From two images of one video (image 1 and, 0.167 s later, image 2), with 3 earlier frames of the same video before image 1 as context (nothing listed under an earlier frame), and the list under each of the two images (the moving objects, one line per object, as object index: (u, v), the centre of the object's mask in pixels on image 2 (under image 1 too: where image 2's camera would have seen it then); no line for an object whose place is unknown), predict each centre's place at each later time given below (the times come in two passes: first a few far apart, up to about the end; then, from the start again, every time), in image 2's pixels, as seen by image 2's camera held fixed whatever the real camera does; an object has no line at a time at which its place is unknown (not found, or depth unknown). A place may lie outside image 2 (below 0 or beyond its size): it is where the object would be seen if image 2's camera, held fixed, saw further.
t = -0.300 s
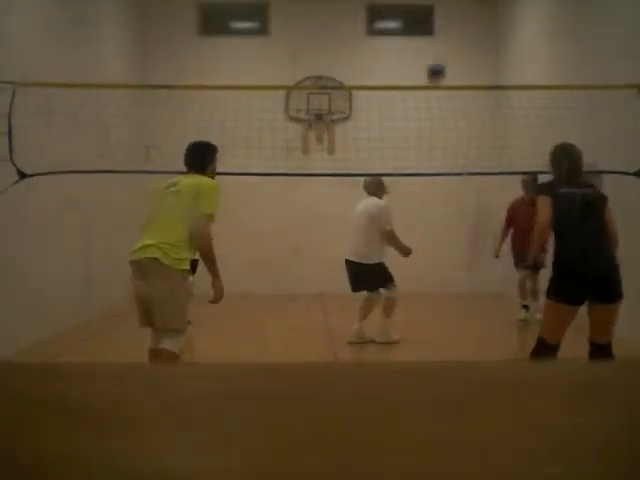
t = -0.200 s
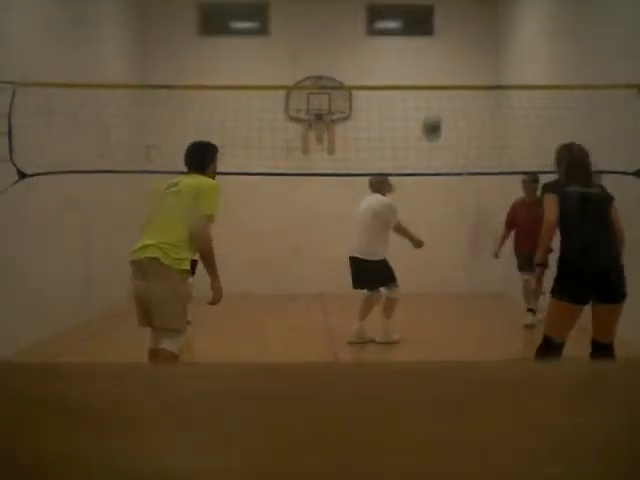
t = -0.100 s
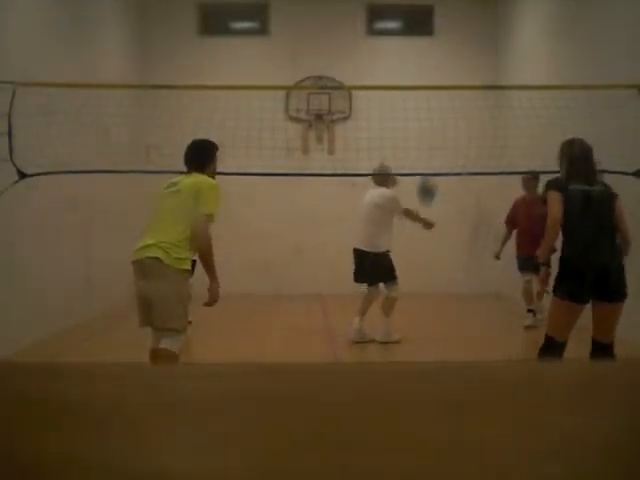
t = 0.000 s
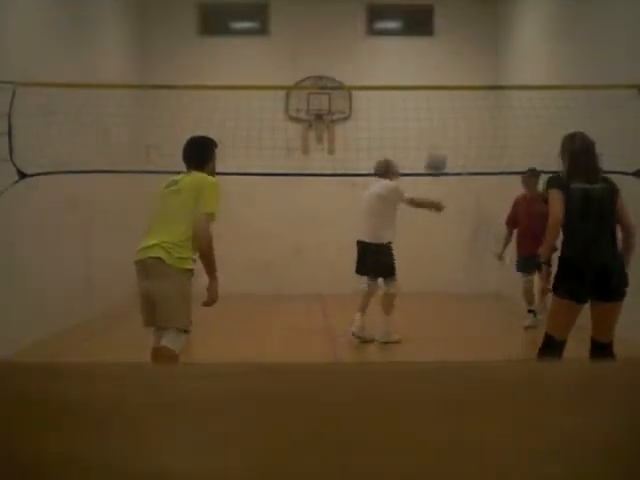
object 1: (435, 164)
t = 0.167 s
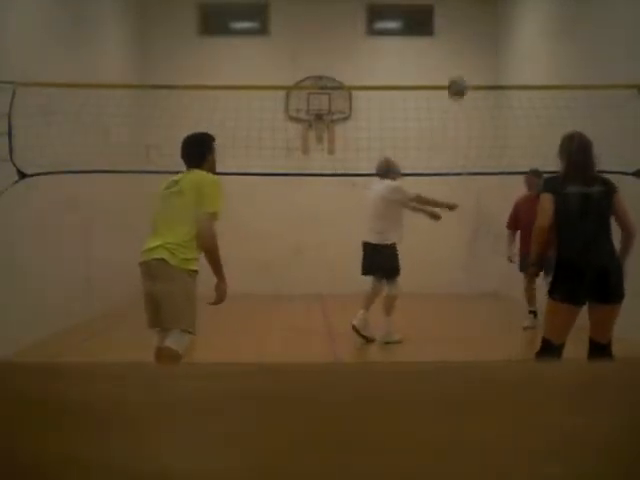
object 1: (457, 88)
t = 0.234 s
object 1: (465, 67)
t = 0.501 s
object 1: (497, 19)
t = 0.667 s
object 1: (520, 23)
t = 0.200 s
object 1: (461, 75)
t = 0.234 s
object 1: (465, 67)
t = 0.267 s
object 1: (469, 56)
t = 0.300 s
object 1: (473, 47)
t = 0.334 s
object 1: (477, 40)
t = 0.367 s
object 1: (482, 33)
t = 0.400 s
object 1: (486, 28)
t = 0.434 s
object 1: (490, 24)
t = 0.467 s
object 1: (494, 22)
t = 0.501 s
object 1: (497, 19)
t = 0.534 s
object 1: (503, 18)
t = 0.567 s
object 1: (506, 18)
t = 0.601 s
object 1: (510, 18)
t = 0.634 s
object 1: (514, 19)
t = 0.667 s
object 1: (520, 23)
